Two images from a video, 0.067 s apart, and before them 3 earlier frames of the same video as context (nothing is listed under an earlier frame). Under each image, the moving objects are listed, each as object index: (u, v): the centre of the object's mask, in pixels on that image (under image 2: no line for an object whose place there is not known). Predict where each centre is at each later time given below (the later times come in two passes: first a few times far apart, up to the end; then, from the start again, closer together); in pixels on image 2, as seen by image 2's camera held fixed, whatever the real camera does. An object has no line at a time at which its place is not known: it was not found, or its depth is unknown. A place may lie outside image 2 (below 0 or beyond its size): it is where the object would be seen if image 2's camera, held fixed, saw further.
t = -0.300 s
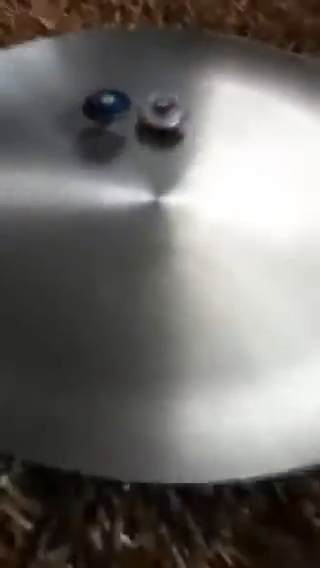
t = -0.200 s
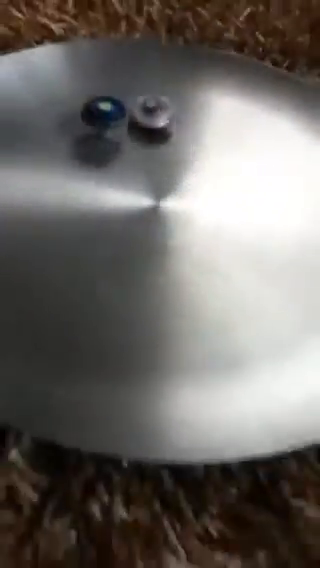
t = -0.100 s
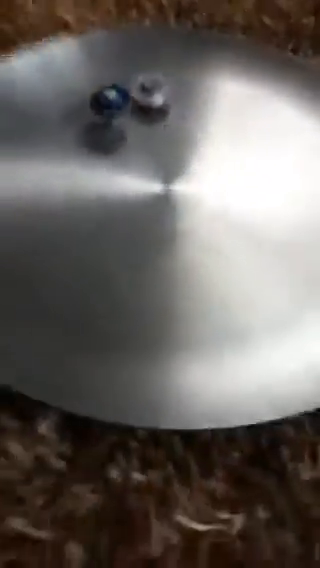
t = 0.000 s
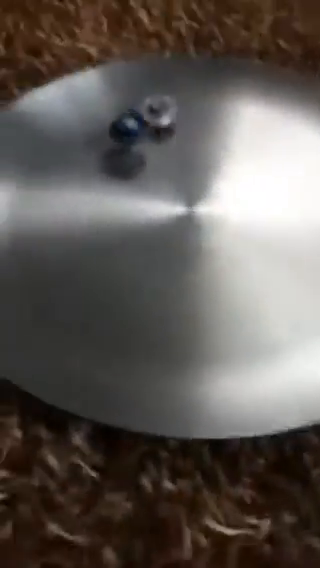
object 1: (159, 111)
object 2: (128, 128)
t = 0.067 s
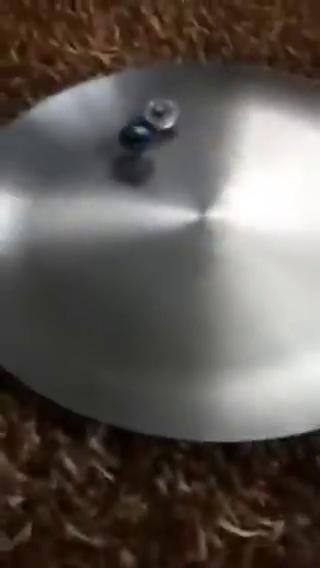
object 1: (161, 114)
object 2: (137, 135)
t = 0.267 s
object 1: (135, 109)
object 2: (133, 137)
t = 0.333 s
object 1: (127, 107)
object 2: (131, 137)
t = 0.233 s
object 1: (137, 109)
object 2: (133, 137)
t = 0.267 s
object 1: (135, 109)
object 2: (133, 137)
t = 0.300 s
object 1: (132, 107)
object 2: (133, 137)
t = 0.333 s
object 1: (127, 107)
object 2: (131, 137)
